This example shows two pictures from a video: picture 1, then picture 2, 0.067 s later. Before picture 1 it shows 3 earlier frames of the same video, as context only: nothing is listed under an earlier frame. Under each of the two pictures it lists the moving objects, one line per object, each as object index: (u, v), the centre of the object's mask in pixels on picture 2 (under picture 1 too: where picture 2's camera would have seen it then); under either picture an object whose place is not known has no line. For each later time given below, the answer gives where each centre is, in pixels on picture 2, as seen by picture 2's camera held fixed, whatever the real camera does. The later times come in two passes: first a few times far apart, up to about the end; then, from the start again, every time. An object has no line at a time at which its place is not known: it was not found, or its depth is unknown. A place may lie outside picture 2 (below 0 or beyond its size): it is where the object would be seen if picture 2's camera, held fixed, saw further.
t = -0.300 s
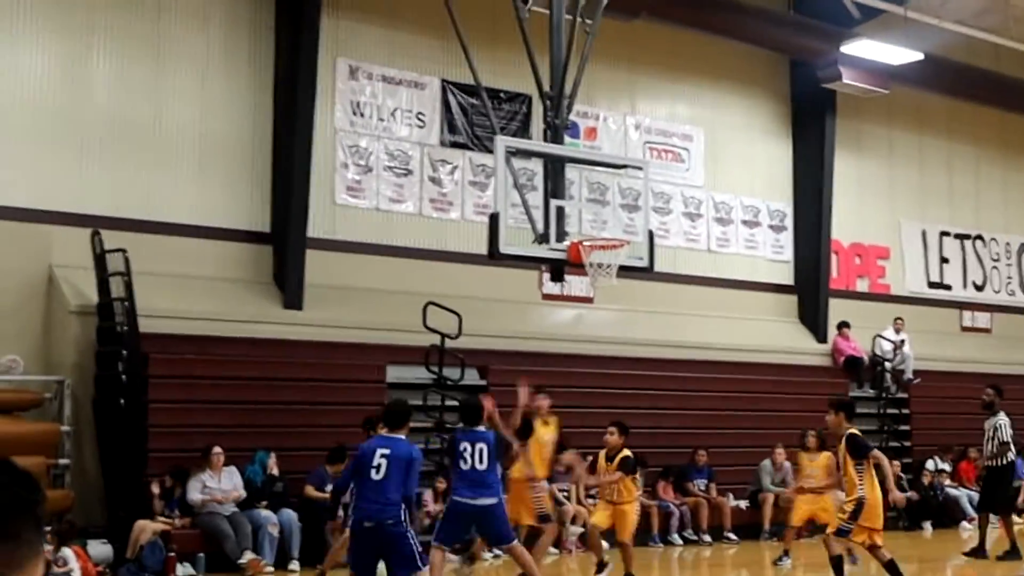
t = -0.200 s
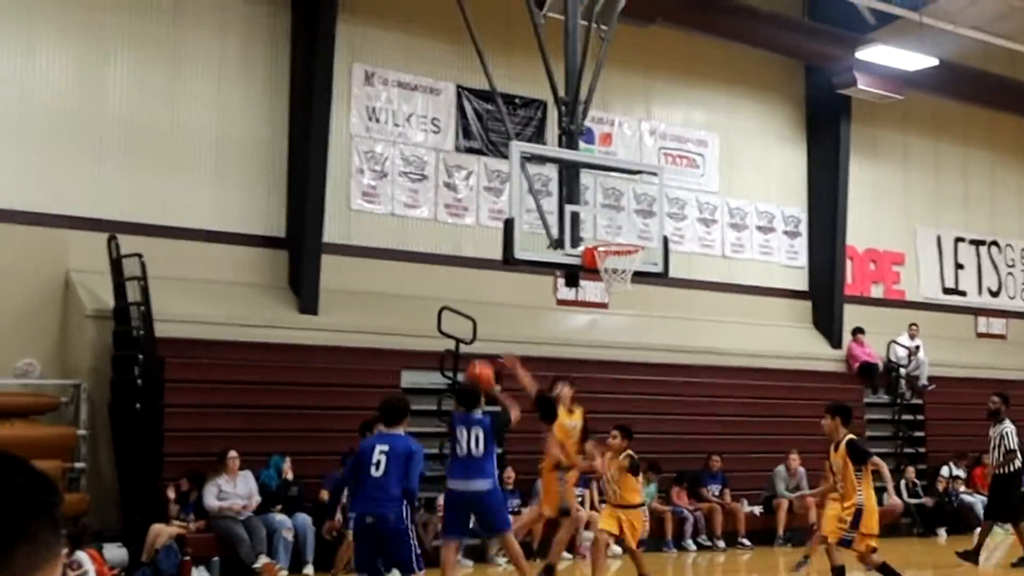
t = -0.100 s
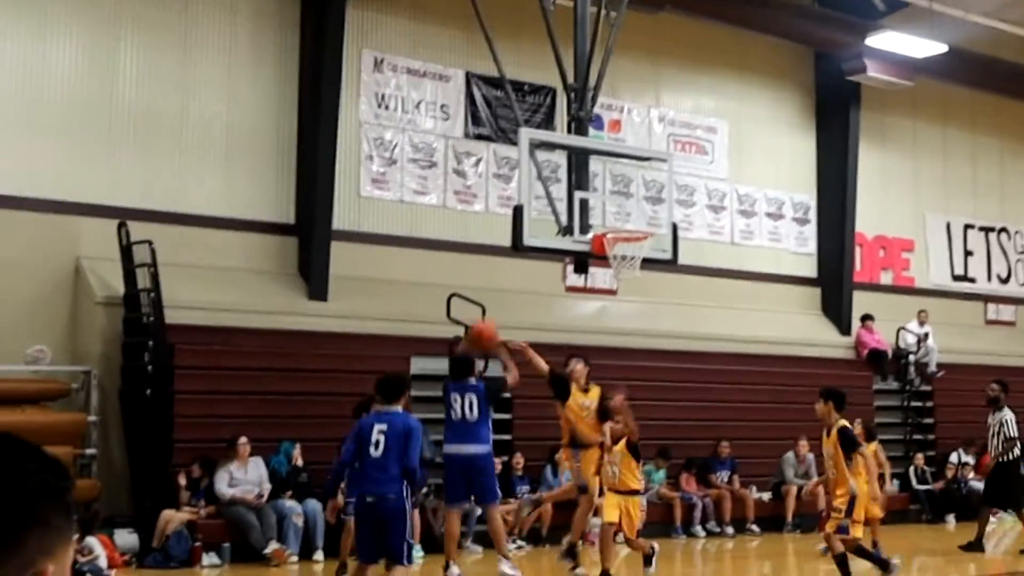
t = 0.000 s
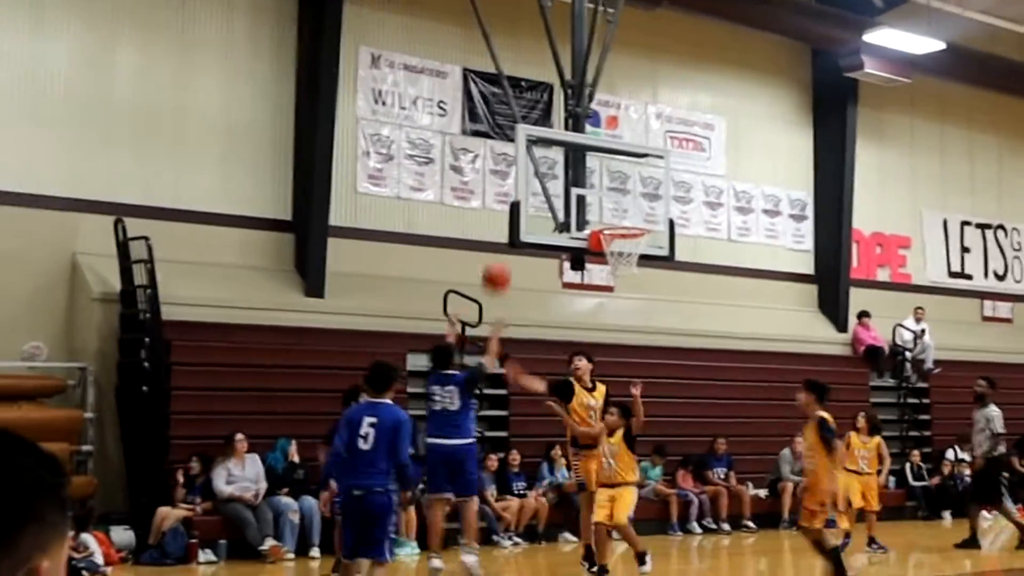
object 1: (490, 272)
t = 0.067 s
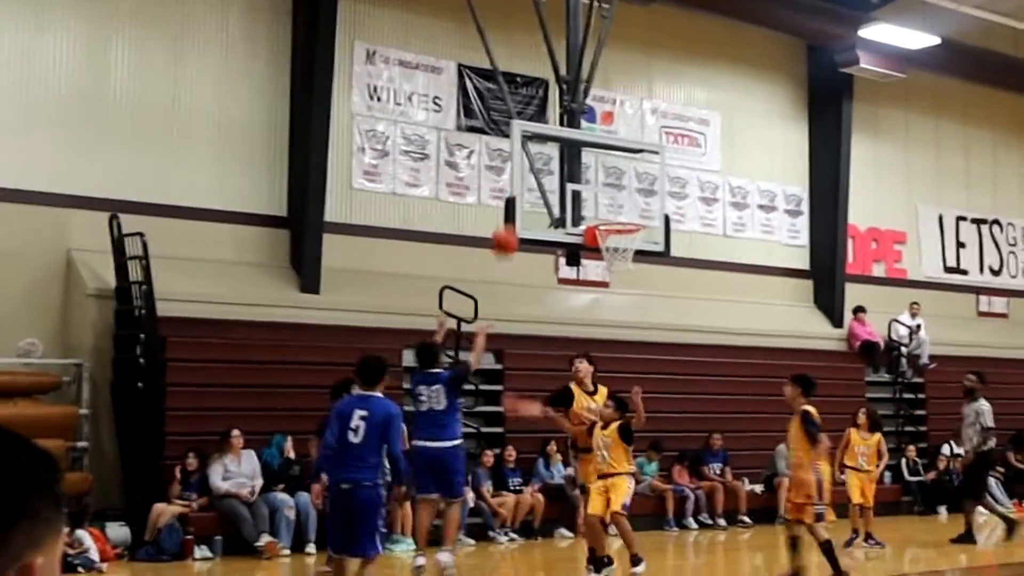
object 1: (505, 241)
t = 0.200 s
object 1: (530, 197)
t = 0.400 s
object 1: (566, 169)
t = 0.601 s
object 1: (596, 188)
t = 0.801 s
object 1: (625, 232)
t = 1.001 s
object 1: (632, 269)
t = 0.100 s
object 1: (510, 227)
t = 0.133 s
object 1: (517, 216)
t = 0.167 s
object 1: (524, 206)
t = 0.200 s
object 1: (530, 197)
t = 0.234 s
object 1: (536, 188)
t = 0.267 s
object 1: (542, 183)
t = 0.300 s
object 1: (549, 177)
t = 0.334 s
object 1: (556, 173)
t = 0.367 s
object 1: (561, 171)
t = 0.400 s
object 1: (566, 169)
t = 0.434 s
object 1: (572, 169)
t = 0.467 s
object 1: (575, 170)
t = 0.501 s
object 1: (581, 173)
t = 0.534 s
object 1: (586, 177)
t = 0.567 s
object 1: (591, 181)
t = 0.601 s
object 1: (596, 188)
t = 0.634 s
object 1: (601, 194)
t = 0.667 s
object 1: (606, 202)
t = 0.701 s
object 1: (610, 212)
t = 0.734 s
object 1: (615, 216)
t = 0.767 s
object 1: (621, 221)
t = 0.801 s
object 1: (625, 232)
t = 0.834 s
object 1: (629, 236)
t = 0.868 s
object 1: (632, 244)
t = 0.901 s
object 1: (635, 249)
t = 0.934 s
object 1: (633, 256)
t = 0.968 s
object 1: (631, 266)
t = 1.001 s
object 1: (632, 269)
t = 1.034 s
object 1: (633, 275)
